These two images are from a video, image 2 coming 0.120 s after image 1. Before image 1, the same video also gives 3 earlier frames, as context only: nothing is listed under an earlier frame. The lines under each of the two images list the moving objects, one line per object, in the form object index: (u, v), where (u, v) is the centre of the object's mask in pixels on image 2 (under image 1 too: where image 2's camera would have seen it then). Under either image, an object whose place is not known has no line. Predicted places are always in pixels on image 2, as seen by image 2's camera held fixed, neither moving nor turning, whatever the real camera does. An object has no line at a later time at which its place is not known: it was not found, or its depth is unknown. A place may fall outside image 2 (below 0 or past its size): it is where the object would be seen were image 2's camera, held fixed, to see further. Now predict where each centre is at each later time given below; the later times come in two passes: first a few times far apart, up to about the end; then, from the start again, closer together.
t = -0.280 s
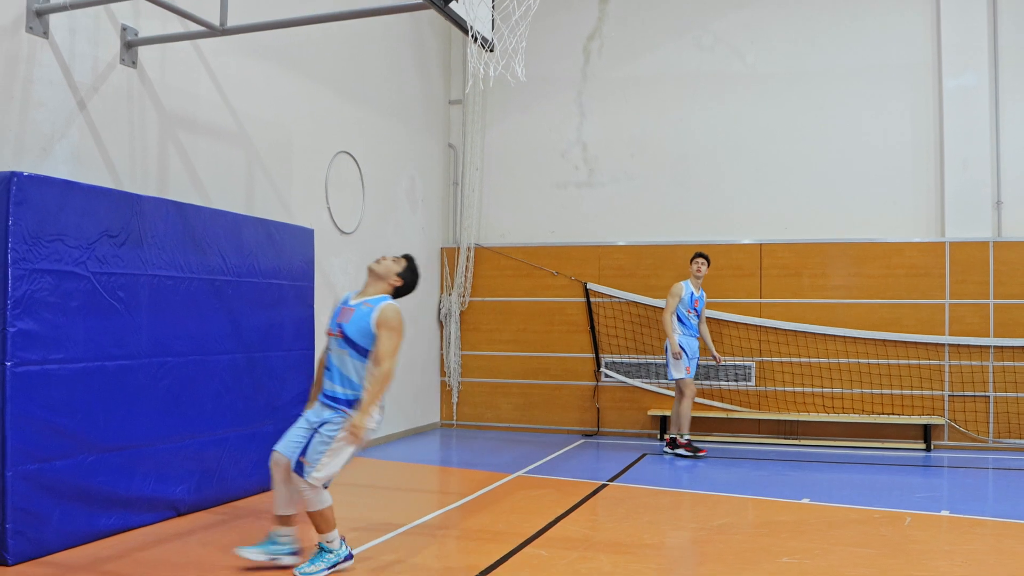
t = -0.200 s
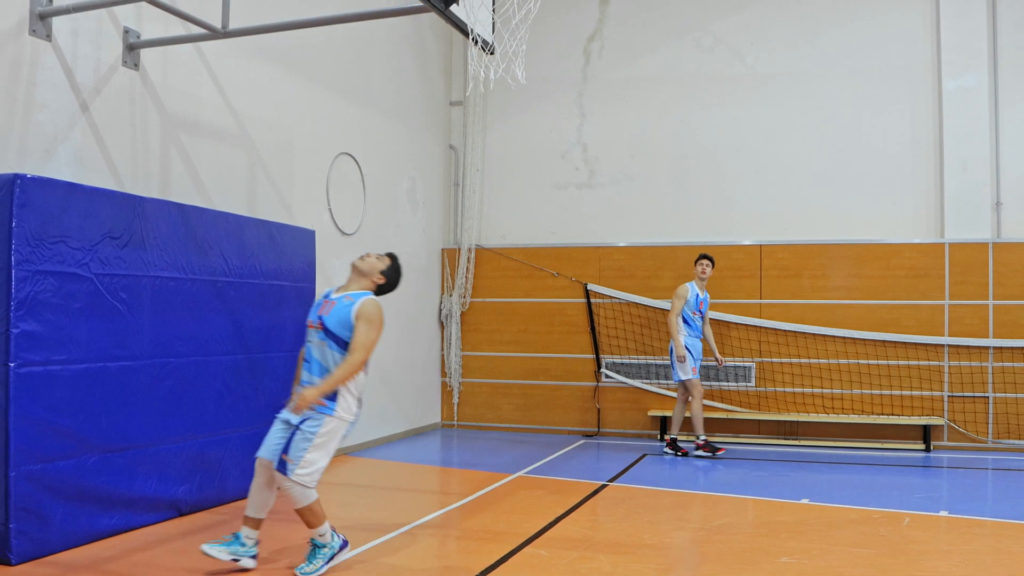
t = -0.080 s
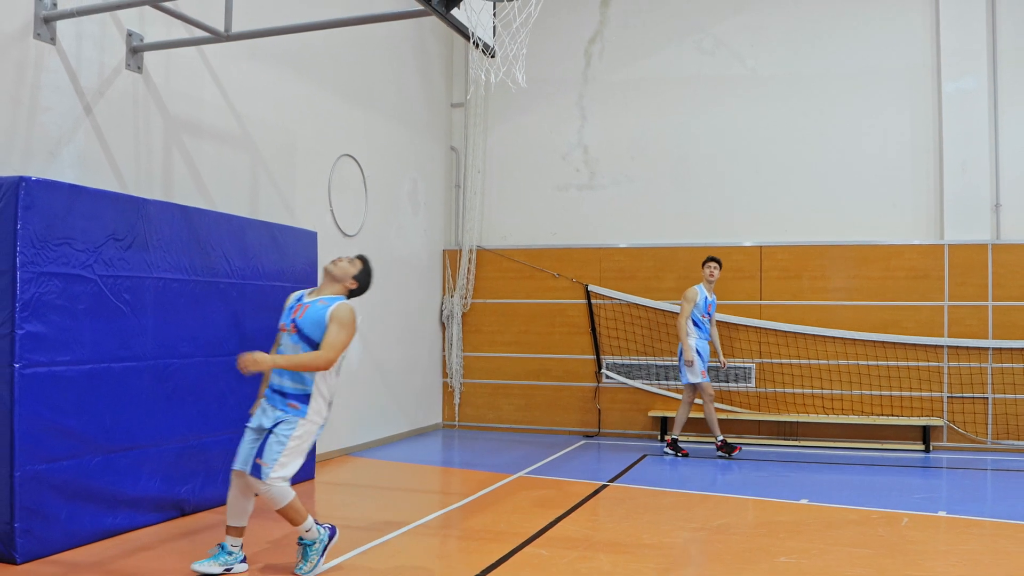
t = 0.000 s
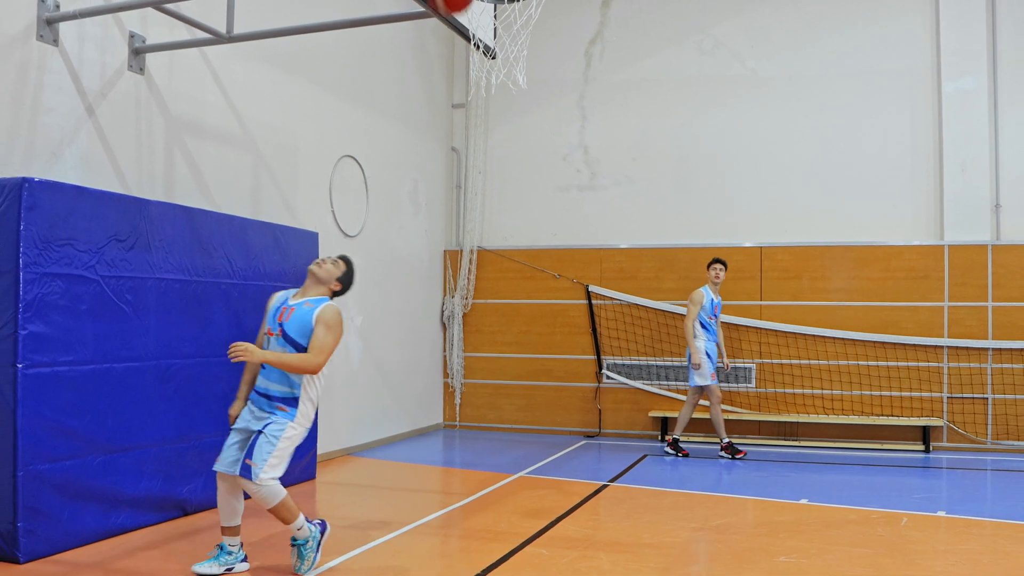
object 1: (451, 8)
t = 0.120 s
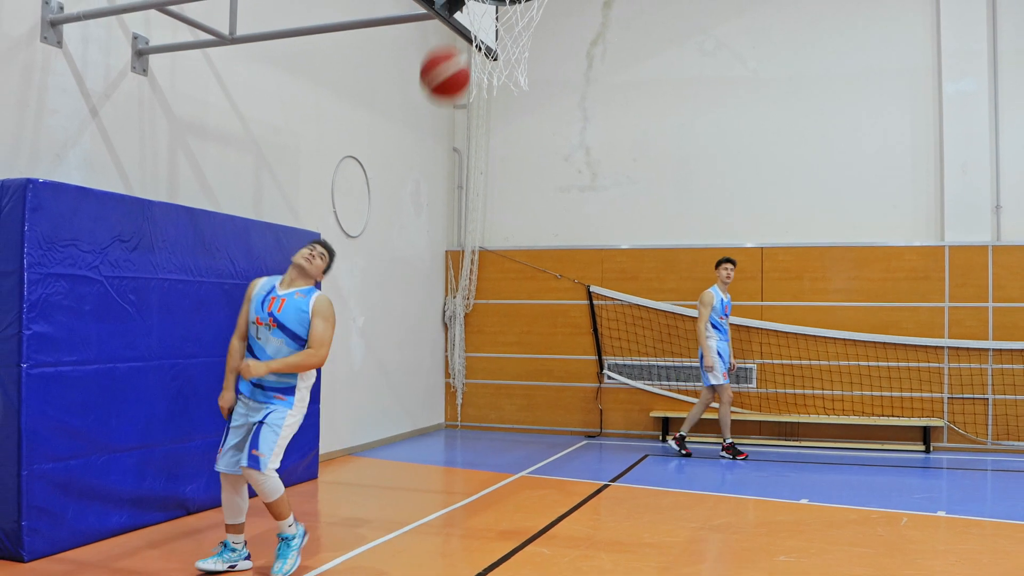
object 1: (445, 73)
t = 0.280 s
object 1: (435, 246)
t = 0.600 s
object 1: (412, 483)
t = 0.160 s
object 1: (443, 110)
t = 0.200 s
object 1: (439, 151)
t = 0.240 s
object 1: (438, 195)
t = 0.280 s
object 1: (435, 246)
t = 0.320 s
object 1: (432, 301)
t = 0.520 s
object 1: (420, 570)
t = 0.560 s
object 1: (416, 533)
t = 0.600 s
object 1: (412, 483)
